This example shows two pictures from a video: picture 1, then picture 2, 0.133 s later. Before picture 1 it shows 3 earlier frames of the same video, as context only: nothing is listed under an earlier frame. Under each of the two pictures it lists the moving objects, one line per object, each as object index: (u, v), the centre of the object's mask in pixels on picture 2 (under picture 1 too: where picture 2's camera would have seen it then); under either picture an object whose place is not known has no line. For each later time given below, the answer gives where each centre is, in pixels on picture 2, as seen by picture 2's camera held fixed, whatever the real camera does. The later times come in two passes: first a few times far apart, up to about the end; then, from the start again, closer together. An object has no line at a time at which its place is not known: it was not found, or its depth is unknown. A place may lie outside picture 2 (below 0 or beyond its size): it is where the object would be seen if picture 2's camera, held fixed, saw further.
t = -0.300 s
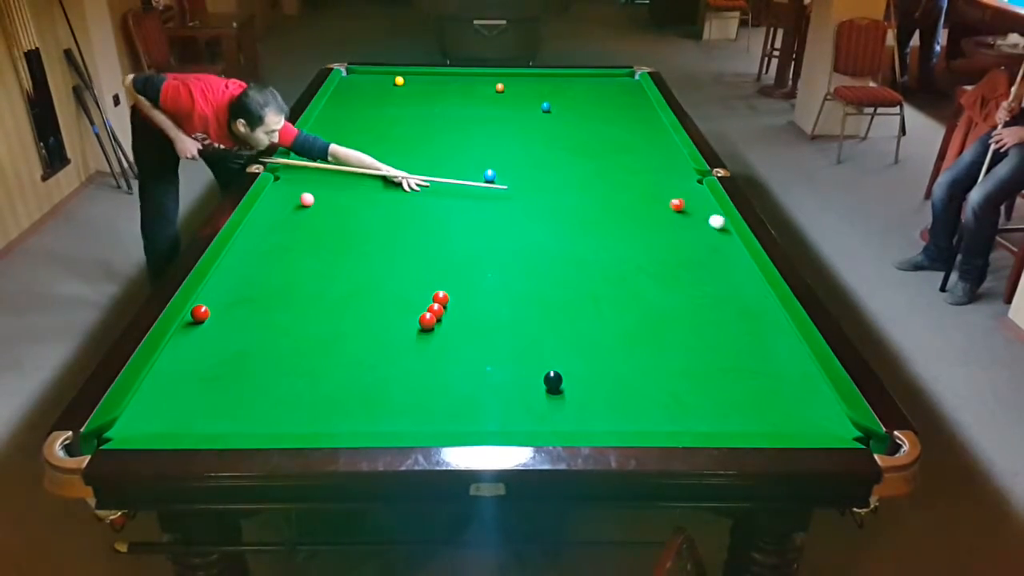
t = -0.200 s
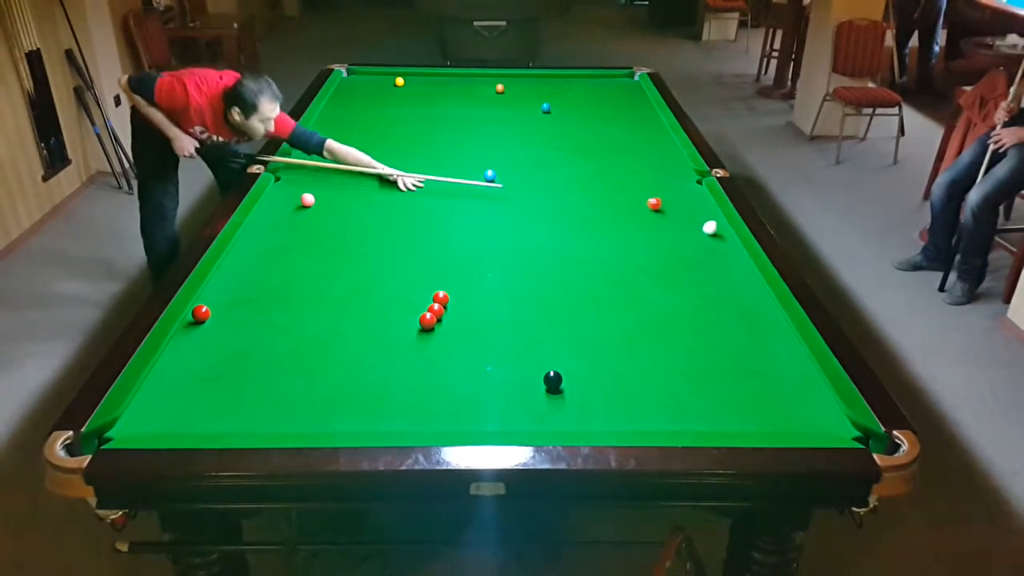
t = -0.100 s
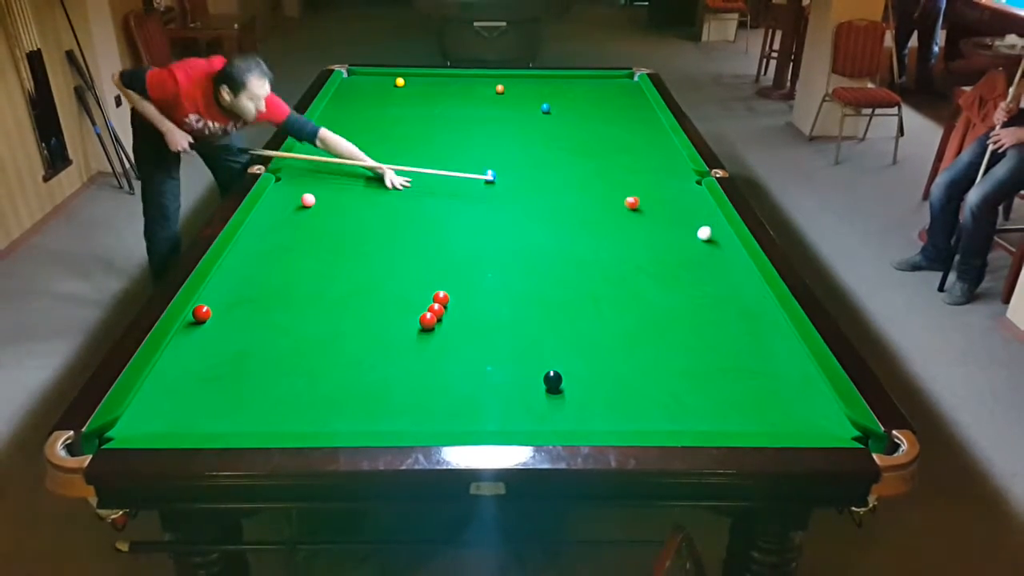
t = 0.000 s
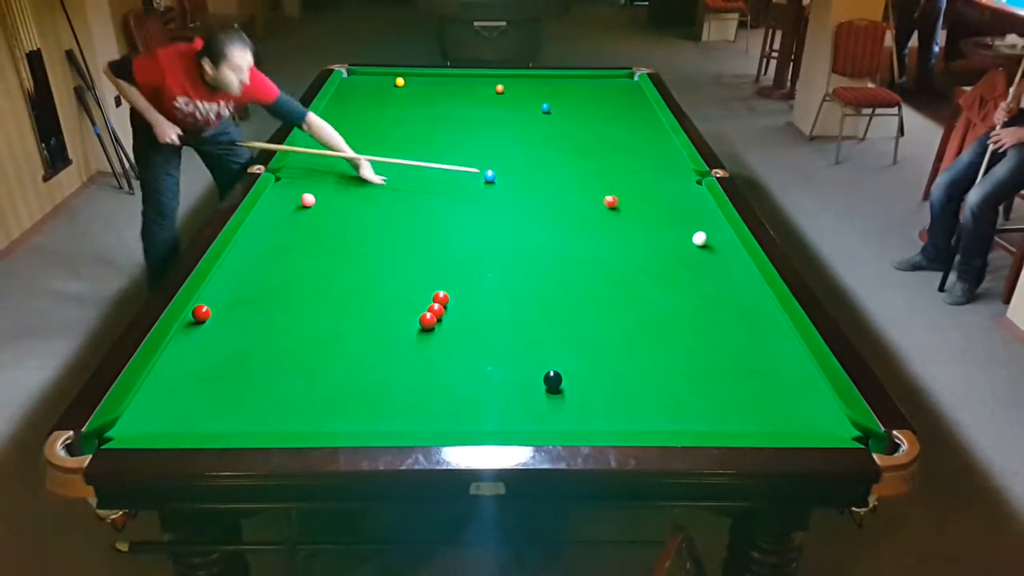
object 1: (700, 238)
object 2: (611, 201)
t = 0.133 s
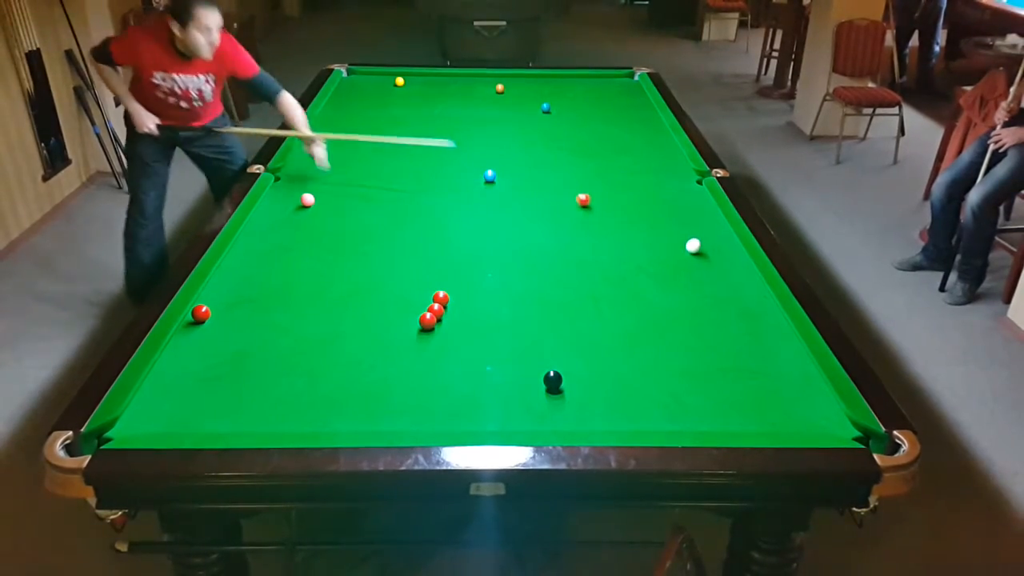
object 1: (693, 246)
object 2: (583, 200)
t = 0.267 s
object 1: (686, 253)
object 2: (556, 198)
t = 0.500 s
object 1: (675, 266)
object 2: (510, 196)
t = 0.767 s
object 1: (662, 281)
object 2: (461, 193)
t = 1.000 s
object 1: (651, 294)
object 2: (420, 190)
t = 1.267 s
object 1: (638, 309)
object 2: (375, 187)
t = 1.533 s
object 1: (626, 324)
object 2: (332, 185)
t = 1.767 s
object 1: (616, 337)
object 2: (297, 183)
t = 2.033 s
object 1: (605, 351)
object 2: (296, 180)
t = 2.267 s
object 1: (596, 362)
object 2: (318, 178)
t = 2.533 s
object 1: (586, 374)
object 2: (340, 176)
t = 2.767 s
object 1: (578, 384)
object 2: (357, 175)
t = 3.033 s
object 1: (571, 395)
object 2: (375, 173)
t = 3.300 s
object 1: (564, 404)
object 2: (390, 171)
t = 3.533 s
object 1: (558, 411)
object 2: (402, 170)
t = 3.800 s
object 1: (554, 417)
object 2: (414, 169)
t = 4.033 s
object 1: (551, 420)
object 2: (423, 169)
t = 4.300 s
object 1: (549, 422)
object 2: (431, 168)
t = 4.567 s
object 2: (438, 168)
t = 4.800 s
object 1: (547, 423)
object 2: (442, 168)
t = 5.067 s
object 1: (547, 424)
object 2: (445, 168)
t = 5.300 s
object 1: (547, 423)
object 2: (447, 168)
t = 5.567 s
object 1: (547, 423)
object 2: (447, 168)
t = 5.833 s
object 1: (547, 423)
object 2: (447, 168)
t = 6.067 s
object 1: (547, 424)
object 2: (447, 168)
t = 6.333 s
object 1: (547, 424)
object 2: (447, 168)
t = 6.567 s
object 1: (547, 424)
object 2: (447, 168)
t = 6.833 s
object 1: (547, 424)
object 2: (447, 168)
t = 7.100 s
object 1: (547, 424)
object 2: (447, 168)
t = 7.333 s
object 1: (547, 424)
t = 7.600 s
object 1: (547, 423)
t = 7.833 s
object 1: (547, 423)
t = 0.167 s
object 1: (691, 248)
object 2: (576, 200)
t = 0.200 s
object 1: (690, 250)
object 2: (569, 199)
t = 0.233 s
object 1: (688, 251)
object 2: (563, 199)
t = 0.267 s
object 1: (686, 253)
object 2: (556, 198)
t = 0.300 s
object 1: (685, 255)
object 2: (549, 198)
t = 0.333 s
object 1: (683, 257)
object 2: (543, 198)
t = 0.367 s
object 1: (682, 259)
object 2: (536, 197)
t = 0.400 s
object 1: (680, 261)
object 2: (530, 197)
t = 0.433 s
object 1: (678, 263)
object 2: (523, 197)
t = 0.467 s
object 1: (677, 264)
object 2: (517, 196)
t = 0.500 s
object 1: (675, 266)
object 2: (510, 196)
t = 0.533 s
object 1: (673, 268)
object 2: (504, 195)
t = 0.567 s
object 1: (672, 270)
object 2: (498, 195)
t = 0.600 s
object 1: (670, 272)
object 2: (492, 195)
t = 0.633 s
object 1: (669, 274)
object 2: (485, 194)
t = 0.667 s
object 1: (667, 276)
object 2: (479, 194)
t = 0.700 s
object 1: (665, 278)
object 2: (473, 194)
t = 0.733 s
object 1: (664, 279)
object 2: (467, 193)
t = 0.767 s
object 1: (662, 281)
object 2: (461, 193)
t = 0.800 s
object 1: (660, 283)
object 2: (455, 192)
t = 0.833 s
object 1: (659, 285)
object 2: (449, 192)
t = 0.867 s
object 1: (657, 287)
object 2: (443, 192)
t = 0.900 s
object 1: (656, 289)
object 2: (437, 192)
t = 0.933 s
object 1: (654, 291)
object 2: (431, 191)
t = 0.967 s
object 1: (652, 293)
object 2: (426, 191)
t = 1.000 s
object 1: (651, 294)
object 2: (420, 190)
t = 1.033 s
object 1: (649, 296)
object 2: (414, 190)
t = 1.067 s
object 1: (648, 298)
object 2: (408, 190)
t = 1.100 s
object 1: (646, 300)
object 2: (403, 189)
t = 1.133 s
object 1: (645, 302)
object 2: (397, 189)
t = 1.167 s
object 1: (643, 304)
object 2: (391, 188)
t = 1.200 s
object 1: (641, 306)
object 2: (386, 188)
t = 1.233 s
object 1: (640, 307)
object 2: (381, 188)
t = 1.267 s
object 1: (638, 309)
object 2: (375, 187)
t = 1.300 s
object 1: (637, 311)
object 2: (370, 187)
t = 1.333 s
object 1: (636, 313)
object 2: (364, 187)
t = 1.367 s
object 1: (634, 315)
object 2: (359, 186)
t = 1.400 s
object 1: (632, 317)
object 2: (354, 186)
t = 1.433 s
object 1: (631, 318)
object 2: (348, 186)
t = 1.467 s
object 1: (629, 320)
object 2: (343, 185)
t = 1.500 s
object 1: (628, 322)
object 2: (337, 185)
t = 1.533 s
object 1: (626, 324)
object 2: (332, 185)
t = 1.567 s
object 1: (625, 326)
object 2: (327, 185)
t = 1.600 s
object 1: (623, 328)
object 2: (322, 184)
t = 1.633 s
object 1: (622, 329)
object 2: (317, 184)
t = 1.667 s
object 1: (620, 331)
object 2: (312, 184)
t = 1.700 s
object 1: (619, 333)
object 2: (307, 183)
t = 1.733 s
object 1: (617, 335)
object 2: (301, 183)
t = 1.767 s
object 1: (616, 337)
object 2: (297, 183)
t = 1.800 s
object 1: (614, 338)
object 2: (291, 182)
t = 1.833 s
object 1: (613, 340)
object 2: (287, 182)
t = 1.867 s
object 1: (612, 342)
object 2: (282, 181)
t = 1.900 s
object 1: (610, 343)
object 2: (282, 181)
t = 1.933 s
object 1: (609, 345)
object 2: (286, 181)
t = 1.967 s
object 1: (607, 347)
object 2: (289, 180)
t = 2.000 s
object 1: (606, 349)
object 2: (293, 180)
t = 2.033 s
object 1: (605, 351)
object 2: (296, 180)
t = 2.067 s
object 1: (603, 352)
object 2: (299, 180)
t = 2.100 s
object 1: (602, 354)
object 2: (302, 180)
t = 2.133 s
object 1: (601, 355)
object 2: (306, 179)
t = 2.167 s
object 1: (599, 357)
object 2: (309, 179)
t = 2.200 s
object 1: (598, 359)
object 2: (312, 179)
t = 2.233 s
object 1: (597, 360)
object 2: (315, 178)
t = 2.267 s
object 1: (596, 362)
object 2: (318, 178)
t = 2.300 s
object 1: (595, 364)
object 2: (321, 178)
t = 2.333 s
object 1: (593, 365)
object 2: (323, 177)
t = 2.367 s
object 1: (592, 367)
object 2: (326, 177)
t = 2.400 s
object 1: (591, 368)
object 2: (329, 177)
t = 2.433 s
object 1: (590, 370)
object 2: (332, 177)
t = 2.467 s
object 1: (588, 371)
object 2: (334, 176)
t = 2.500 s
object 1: (587, 373)
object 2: (337, 176)
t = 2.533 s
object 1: (586, 374)
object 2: (340, 176)
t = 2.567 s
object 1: (585, 376)
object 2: (343, 176)
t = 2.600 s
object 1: (584, 377)
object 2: (345, 176)
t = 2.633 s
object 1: (583, 379)
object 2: (348, 175)
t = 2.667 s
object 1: (582, 380)
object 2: (350, 175)
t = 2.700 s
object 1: (581, 381)
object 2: (352, 175)
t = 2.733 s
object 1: (580, 383)
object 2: (355, 175)
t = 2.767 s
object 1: (578, 384)
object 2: (357, 175)
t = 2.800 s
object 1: (577, 385)
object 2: (360, 174)
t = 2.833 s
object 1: (576, 387)
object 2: (362, 174)
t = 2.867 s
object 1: (575, 388)
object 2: (364, 174)
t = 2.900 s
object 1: (574, 389)
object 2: (367, 174)
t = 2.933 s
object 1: (573, 391)
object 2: (369, 174)
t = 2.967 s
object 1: (572, 392)
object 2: (371, 173)
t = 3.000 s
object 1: (572, 393)
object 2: (373, 173)
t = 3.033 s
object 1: (571, 395)
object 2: (375, 173)
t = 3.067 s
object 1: (570, 396)
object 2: (377, 173)
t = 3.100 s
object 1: (569, 397)
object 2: (379, 173)
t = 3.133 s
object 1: (568, 398)
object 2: (381, 173)
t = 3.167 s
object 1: (567, 399)
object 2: (383, 172)
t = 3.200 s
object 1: (566, 401)
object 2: (385, 172)
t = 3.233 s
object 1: (565, 402)
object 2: (387, 172)
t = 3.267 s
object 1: (564, 403)
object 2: (388, 172)
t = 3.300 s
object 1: (564, 404)
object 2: (390, 171)
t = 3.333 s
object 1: (563, 405)
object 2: (392, 171)
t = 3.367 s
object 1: (562, 406)
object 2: (394, 171)
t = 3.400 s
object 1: (561, 407)
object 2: (396, 171)
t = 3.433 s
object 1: (560, 408)
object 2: (397, 171)
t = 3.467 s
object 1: (560, 409)
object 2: (399, 171)
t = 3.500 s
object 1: (559, 410)
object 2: (401, 171)
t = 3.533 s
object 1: (558, 411)
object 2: (402, 170)
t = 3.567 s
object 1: (558, 412)
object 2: (404, 170)
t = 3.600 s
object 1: (557, 413)
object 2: (406, 170)
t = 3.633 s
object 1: (556, 414)
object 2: (407, 170)
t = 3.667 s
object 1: (556, 414)
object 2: (409, 170)
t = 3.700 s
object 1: (555, 415)
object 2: (410, 170)
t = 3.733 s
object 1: (555, 416)
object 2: (411, 170)
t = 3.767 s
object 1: (554, 417)
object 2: (413, 170)
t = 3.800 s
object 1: (554, 417)
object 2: (414, 169)
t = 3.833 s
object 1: (553, 418)
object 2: (415, 169)
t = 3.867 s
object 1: (553, 418)
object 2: (417, 169)
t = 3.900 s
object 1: (552, 419)
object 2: (418, 169)
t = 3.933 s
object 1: (552, 419)
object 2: (419, 169)
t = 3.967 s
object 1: (551, 420)
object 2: (420, 169)
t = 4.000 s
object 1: (551, 420)
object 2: (421, 169)
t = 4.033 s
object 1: (551, 420)
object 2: (423, 169)
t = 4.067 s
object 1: (550, 421)
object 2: (424, 169)
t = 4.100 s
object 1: (550, 421)
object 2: (425, 169)
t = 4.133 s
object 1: (550, 421)
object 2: (426, 169)
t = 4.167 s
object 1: (549, 422)
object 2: (427, 169)
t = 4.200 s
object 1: (549, 422)
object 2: (428, 169)
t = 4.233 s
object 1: (549, 422)
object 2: (429, 169)
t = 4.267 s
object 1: (549, 422)
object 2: (430, 168)
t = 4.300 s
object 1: (549, 422)
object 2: (431, 168)
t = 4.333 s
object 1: (548, 423)
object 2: (433, 168)
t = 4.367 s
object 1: (548, 423)
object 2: (433, 168)
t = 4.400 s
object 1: (548, 424)
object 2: (434, 168)
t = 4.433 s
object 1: (548, 424)
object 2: (435, 168)
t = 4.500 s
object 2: (436, 168)
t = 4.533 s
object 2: (437, 168)
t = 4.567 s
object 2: (438, 168)
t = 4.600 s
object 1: (547, 424)
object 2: (439, 168)
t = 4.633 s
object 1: (547, 424)
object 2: (439, 168)
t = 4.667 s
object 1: (547, 423)
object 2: (440, 168)
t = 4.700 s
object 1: (547, 424)
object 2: (440, 168)
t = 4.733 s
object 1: (547, 423)
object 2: (441, 168)
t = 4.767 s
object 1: (547, 423)
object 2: (441, 168)
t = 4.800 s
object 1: (547, 423)
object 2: (442, 168)
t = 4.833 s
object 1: (547, 423)
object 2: (442, 168)
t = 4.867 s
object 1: (547, 423)
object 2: (443, 168)
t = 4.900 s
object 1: (547, 423)
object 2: (443, 168)
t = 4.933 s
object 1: (547, 423)
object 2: (444, 168)
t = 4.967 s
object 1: (547, 423)
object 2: (444, 168)
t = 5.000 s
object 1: (547, 423)
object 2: (444, 168)
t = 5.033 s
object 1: (547, 423)
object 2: (445, 168)
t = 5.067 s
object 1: (547, 424)
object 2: (445, 168)
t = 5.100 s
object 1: (547, 423)
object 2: (446, 168)
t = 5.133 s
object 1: (547, 423)
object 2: (446, 168)
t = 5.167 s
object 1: (547, 423)
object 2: (446, 168)
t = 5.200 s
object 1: (547, 423)
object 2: (446, 168)
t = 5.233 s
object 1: (547, 423)
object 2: (446, 168)
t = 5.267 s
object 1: (547, 423)
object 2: (447, 168)
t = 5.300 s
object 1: (547, 423)
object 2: (447, 168)
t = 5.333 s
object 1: (547, 423)
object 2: (447, 168)
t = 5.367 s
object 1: (547, 423)
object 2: (447, 168)
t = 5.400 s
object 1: (547, 423)
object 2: (447, 168)
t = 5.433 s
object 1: (547, 423)
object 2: (447, 168)
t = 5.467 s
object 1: (547, 423)
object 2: (447, 168)
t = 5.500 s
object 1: (547, 423)
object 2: (447, 168)
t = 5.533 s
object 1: (547, 423)
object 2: (447, 168)
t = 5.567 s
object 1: (547, 423)
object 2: (447, 168)
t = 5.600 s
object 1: (547, 423)
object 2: (447, 168)
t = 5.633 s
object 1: (547, 423)
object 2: (447, 168)
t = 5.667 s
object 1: (547, 423)
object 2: (447, 168)
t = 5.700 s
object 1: (547, 423)
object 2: (447, 168)
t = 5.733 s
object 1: (547, 423)
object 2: (447, 168)
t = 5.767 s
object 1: (547, 423)
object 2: (447, 168)
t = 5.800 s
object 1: (547, 423)
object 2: (447, 168)
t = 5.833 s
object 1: (547, 423)
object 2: (447, 168)
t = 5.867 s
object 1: (547, 424)
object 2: (447, 168)
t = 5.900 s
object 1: (547, 424)
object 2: (447, 168)
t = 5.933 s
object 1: (547, 424)
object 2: (447, 168)
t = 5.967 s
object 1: (547, 423)
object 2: (447, 168)
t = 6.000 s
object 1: (547, 424)
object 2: (447, 168)
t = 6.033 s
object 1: (547, 423)
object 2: (447, 168)
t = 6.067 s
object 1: (547, 424)
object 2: (447, 168)
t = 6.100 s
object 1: (547, 424)
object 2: (447, 168)
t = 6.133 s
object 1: (547, 424)
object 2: (447, 168)
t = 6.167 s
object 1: (547, 424)
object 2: (447, 168)
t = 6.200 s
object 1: (547, 424)
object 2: (447, 168)
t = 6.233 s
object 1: (547, 424)
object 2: (447, 168)
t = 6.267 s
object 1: (547, 424)
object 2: (447, 168)
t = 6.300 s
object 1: (547, 424)
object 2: (447, 168)
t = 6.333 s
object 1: (547, 424)
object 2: (447, 168)
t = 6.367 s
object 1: (547, 424)
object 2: (447, 168)
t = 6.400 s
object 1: (547, 424)
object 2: (447, 168)
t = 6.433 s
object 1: (547, 424)
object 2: (447, 168)
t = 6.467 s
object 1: (547, 424)
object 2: (447, 168)
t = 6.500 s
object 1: (547, 424)
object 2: (447, 168)
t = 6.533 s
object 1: (547, 424)
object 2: (447, 168)
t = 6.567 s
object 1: (547, 424)
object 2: (447, 168)
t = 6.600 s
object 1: (547, 424)
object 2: (447, 168)
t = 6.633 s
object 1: (547, 424)
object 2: (447, 168)
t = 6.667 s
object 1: (547, 424)
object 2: (447, 168)
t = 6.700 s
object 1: (547, 424)
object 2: (447, 168)
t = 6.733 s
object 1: (547, 424)
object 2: (447, 168)
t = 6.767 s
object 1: (547, 424)
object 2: (447, 168)
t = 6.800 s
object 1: (547, 424)
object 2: (447, 168)
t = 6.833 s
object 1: (547, 424)
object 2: (447, 168)
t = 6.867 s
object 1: (547, 424)
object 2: (447, 168)
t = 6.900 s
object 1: (547, 424)
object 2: (447, 168)
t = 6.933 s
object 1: (547, 424)
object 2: (447, 168)
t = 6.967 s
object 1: (547, 424)
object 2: (447, 168)
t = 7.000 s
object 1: (547, 424)
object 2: (447, 168)
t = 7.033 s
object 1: (547, 424)
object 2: (447, 168)
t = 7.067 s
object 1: (547, 424)
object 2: (447, 168)
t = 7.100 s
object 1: (547, 424)
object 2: (447, 168)
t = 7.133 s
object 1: (547, 424)
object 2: (447, 168)
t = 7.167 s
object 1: (547, 424)
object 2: (447, 168)
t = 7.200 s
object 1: (547, 424)
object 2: (447, 168)
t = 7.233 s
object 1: (547, 424)
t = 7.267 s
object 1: (547, 424)
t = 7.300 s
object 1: (547, 424)
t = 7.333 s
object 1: (547, 424)
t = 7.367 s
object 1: (547, 424)
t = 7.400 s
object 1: (547, 424)
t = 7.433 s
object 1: (547, 423)
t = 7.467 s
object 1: (547, 423)
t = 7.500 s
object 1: (547, 423)
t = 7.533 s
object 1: (547, 423)
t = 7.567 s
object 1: (547, 423)
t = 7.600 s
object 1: (547, 423)
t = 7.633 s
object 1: (547, 423)
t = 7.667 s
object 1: (547, 423)
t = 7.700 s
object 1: (547, 423)
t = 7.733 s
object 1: (547, 423)
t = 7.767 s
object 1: (547, 423)
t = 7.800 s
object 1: (547, 423)
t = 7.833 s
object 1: (547, 423)
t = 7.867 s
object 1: (547, 423)
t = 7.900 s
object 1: (547, 423)
